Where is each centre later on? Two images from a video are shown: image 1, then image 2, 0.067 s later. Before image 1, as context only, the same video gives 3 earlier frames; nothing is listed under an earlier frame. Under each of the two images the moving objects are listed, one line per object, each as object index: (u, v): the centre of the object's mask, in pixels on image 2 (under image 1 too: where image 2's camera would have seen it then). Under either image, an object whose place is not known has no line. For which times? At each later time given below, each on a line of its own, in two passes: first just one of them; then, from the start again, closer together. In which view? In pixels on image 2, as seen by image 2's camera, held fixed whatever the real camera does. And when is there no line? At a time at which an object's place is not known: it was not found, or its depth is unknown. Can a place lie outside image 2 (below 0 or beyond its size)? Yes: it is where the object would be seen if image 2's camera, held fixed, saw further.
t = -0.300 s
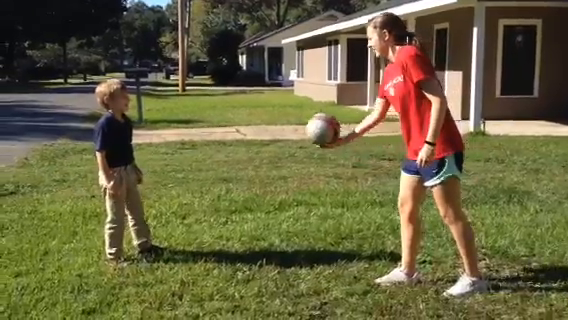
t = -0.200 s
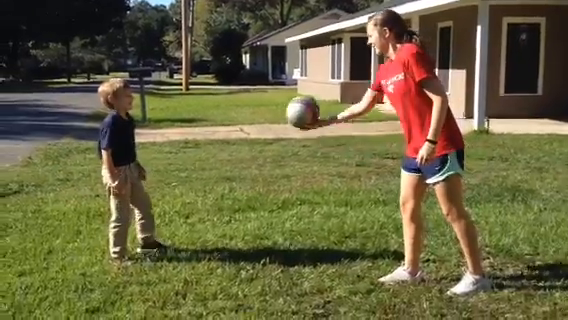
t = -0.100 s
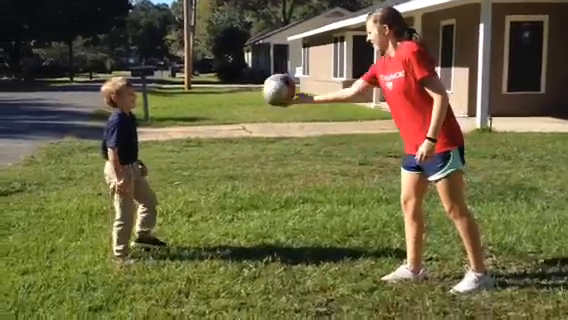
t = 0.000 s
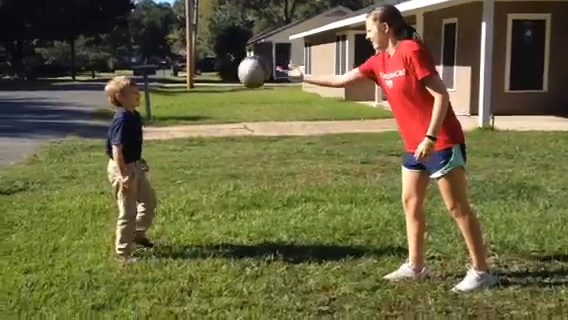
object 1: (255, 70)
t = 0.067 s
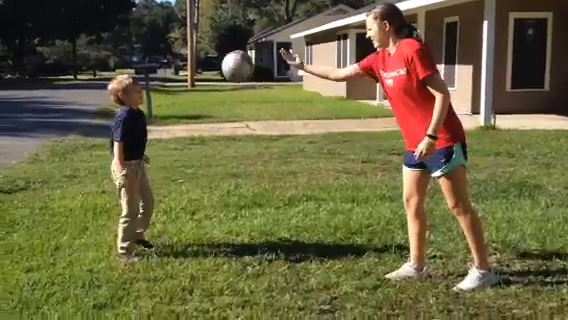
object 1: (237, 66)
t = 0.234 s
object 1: (195, 85)
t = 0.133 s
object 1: (220, 68)
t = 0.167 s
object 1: (211, 72)
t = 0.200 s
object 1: (202, 78)
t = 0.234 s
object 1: (195, 85)
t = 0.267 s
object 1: (187, 94)
